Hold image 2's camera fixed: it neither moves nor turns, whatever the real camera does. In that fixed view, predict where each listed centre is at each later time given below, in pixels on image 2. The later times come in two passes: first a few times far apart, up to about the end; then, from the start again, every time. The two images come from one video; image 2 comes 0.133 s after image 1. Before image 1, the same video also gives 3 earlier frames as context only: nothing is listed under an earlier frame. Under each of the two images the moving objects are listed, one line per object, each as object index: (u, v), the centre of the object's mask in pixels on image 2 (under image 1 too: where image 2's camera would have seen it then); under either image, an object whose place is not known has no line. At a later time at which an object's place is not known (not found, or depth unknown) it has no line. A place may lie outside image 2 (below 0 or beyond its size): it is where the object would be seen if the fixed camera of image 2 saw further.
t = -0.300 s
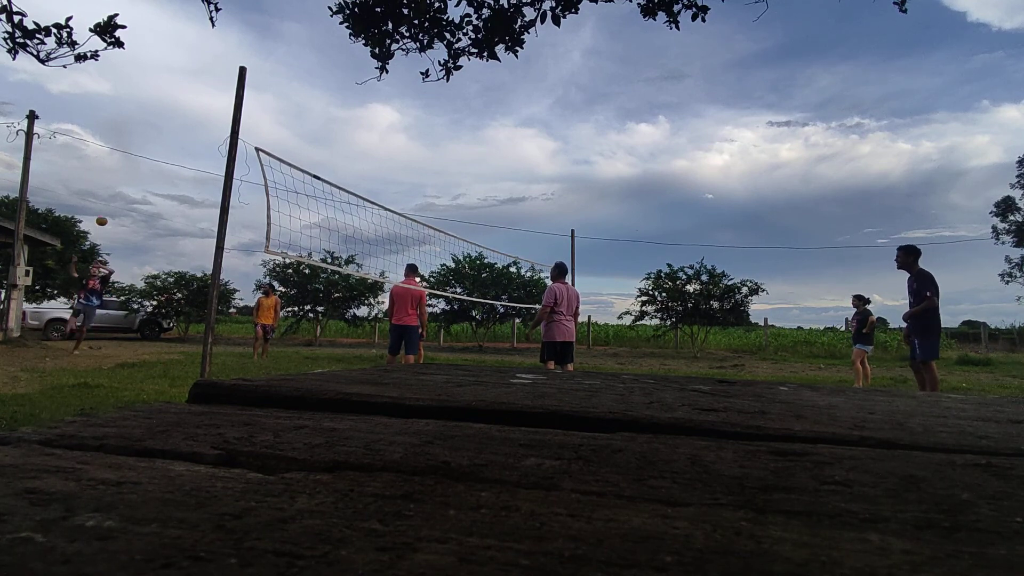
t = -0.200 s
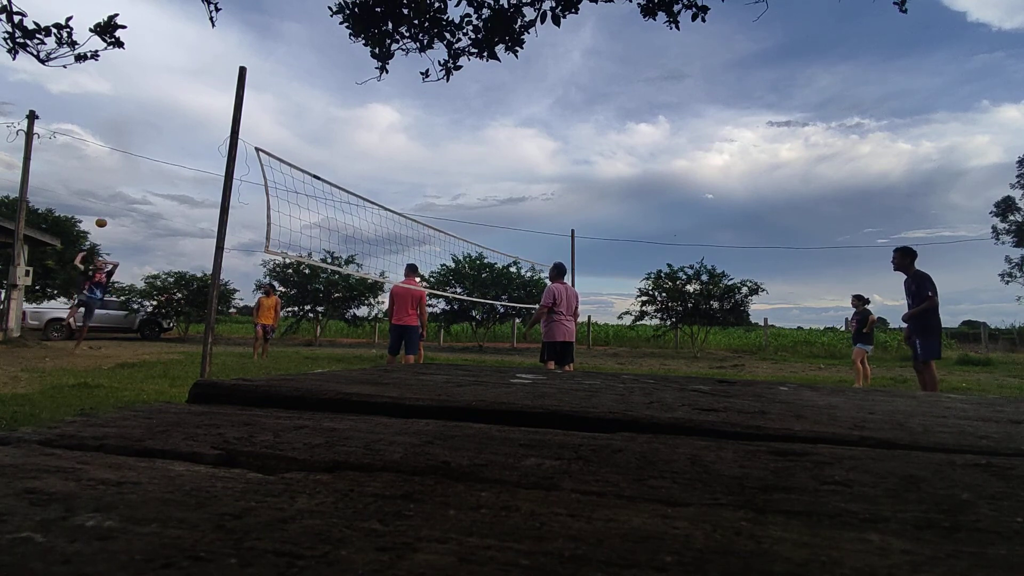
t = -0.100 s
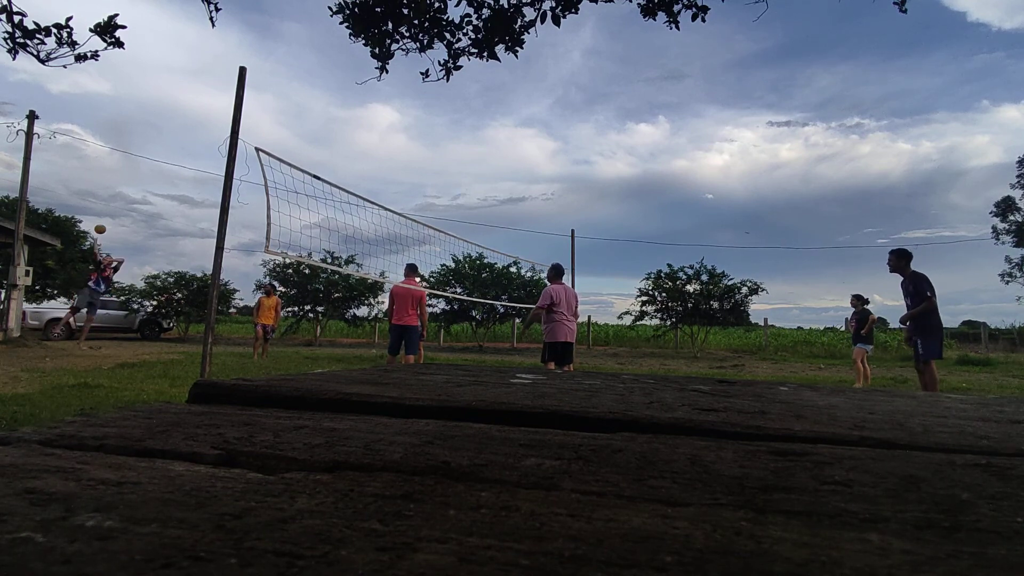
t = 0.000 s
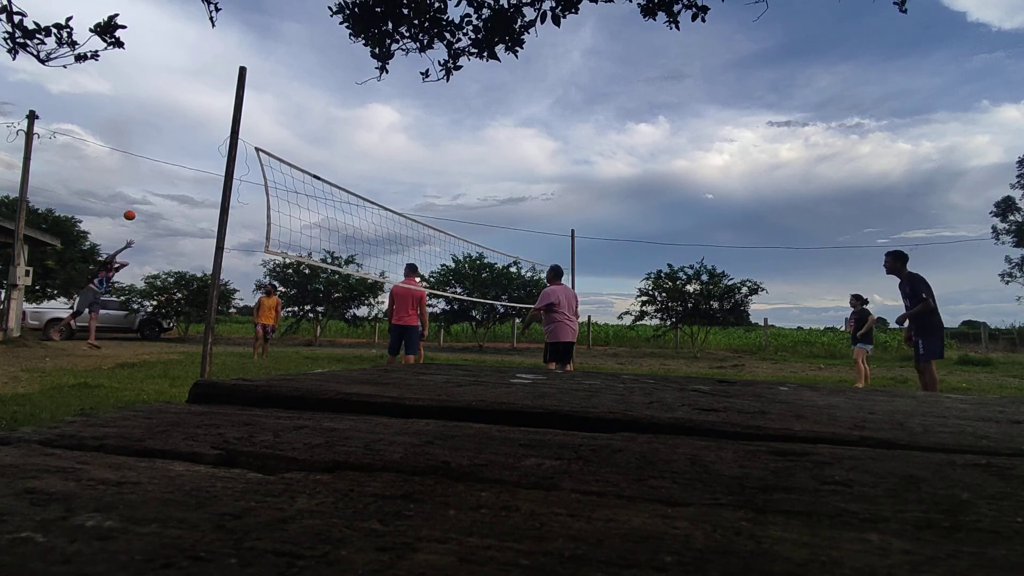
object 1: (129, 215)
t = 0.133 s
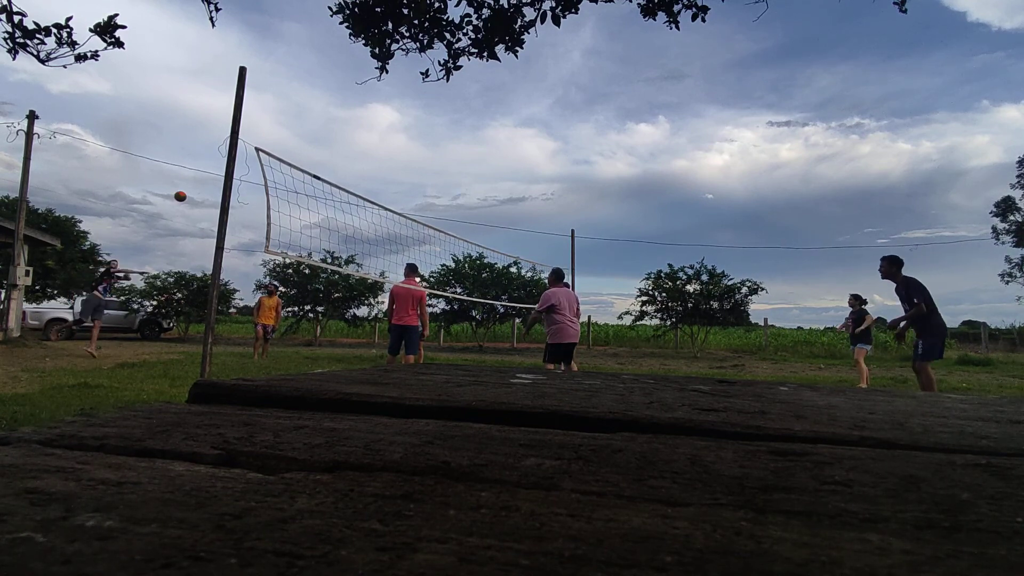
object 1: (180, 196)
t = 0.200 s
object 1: (207, 189)
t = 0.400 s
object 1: (296, 177)
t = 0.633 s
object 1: (417, 186)
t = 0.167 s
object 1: (193, 192)
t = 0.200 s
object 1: (207, 189)
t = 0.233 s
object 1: (219, 185)
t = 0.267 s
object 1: (237, 183)
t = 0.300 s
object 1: (250, 181)
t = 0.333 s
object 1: (265, 179)
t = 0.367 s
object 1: (280, 177)
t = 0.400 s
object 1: (296, 177)
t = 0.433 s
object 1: (312, 176)
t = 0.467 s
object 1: (329, 176)
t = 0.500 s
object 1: (345, 177)
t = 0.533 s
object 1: (362, 178)
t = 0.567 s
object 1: (380, 180)
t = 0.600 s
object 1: (398, 183)
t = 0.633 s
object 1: (417, 186)
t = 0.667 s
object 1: (436, 190)
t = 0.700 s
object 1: (456, 194)
